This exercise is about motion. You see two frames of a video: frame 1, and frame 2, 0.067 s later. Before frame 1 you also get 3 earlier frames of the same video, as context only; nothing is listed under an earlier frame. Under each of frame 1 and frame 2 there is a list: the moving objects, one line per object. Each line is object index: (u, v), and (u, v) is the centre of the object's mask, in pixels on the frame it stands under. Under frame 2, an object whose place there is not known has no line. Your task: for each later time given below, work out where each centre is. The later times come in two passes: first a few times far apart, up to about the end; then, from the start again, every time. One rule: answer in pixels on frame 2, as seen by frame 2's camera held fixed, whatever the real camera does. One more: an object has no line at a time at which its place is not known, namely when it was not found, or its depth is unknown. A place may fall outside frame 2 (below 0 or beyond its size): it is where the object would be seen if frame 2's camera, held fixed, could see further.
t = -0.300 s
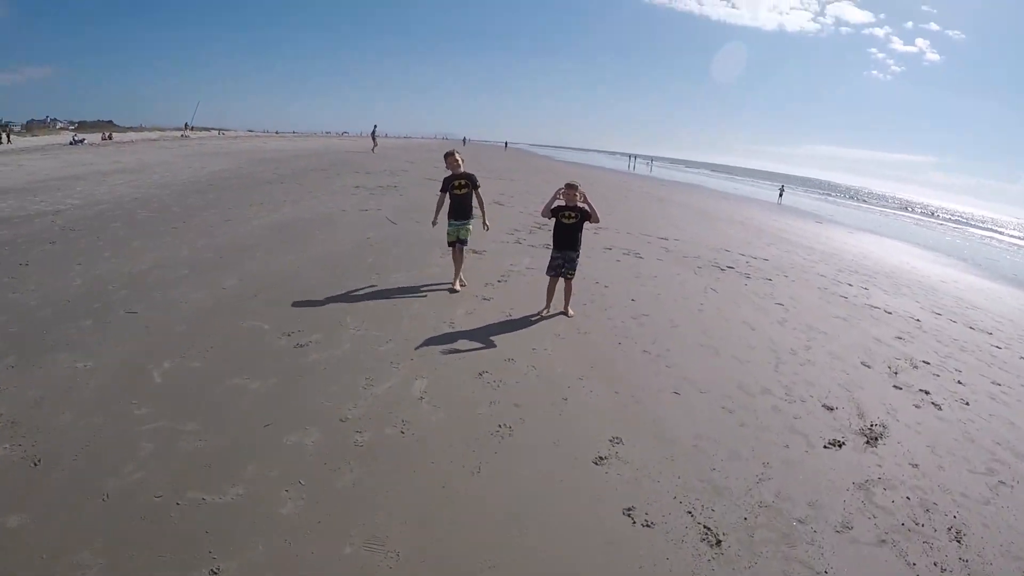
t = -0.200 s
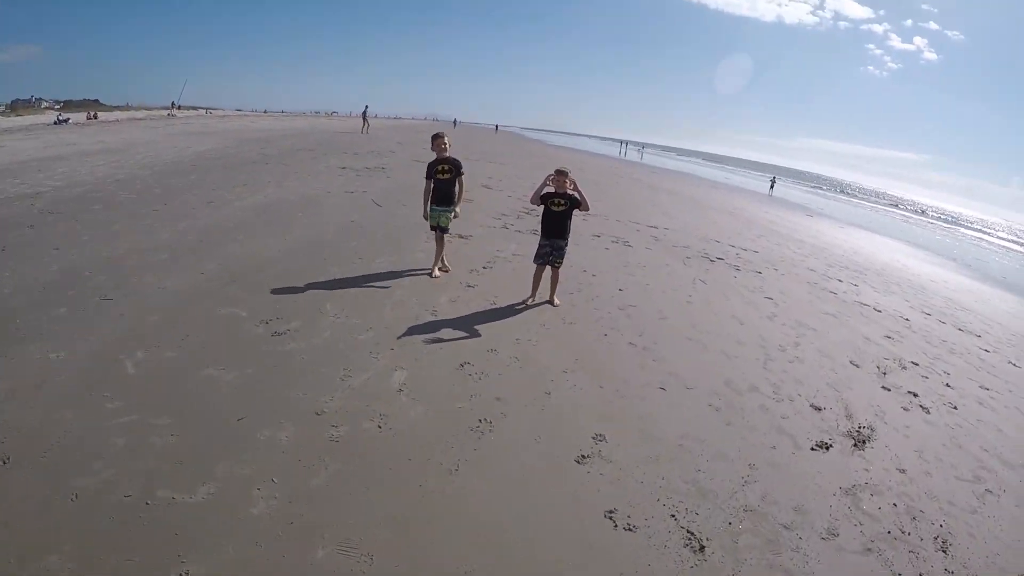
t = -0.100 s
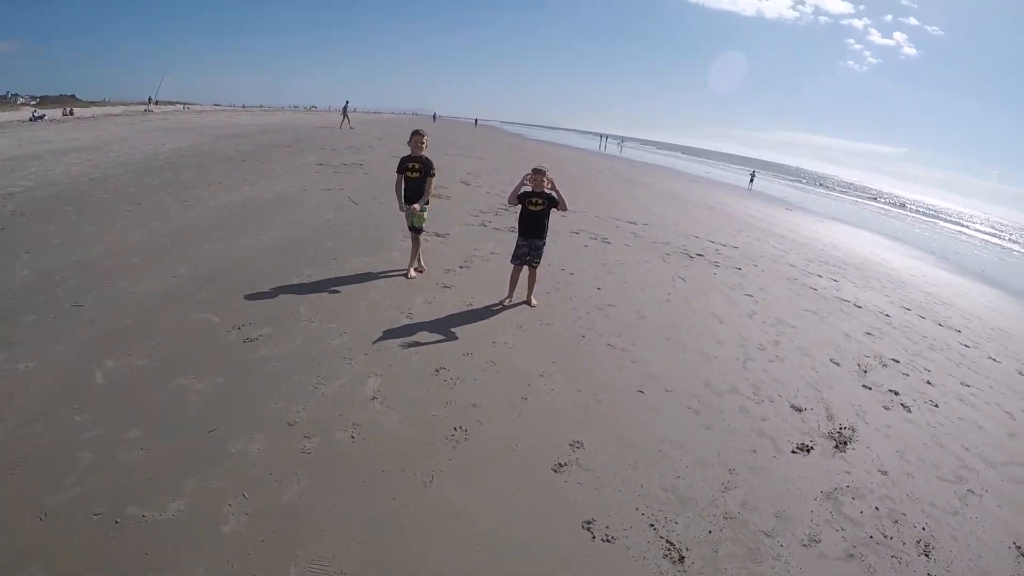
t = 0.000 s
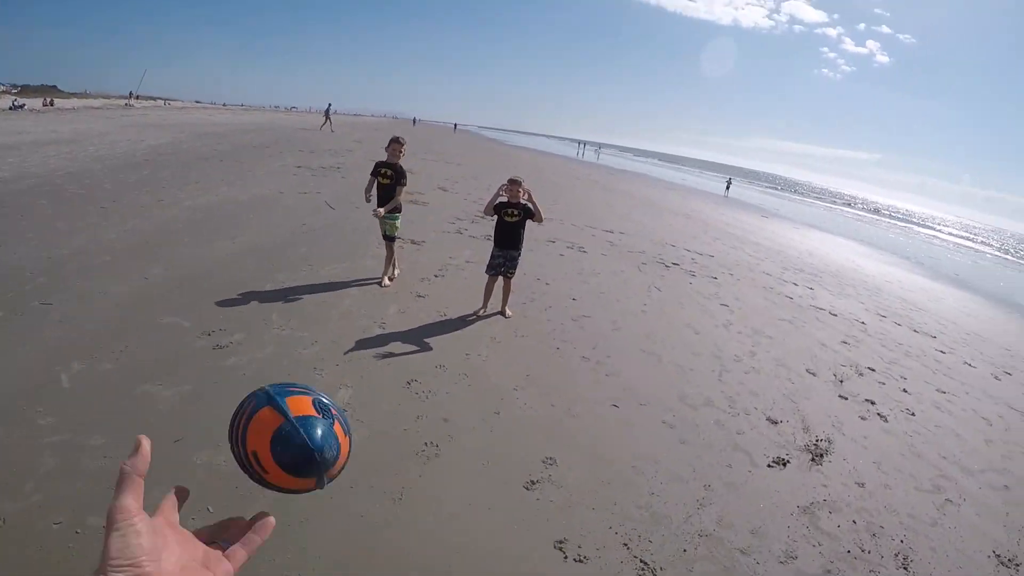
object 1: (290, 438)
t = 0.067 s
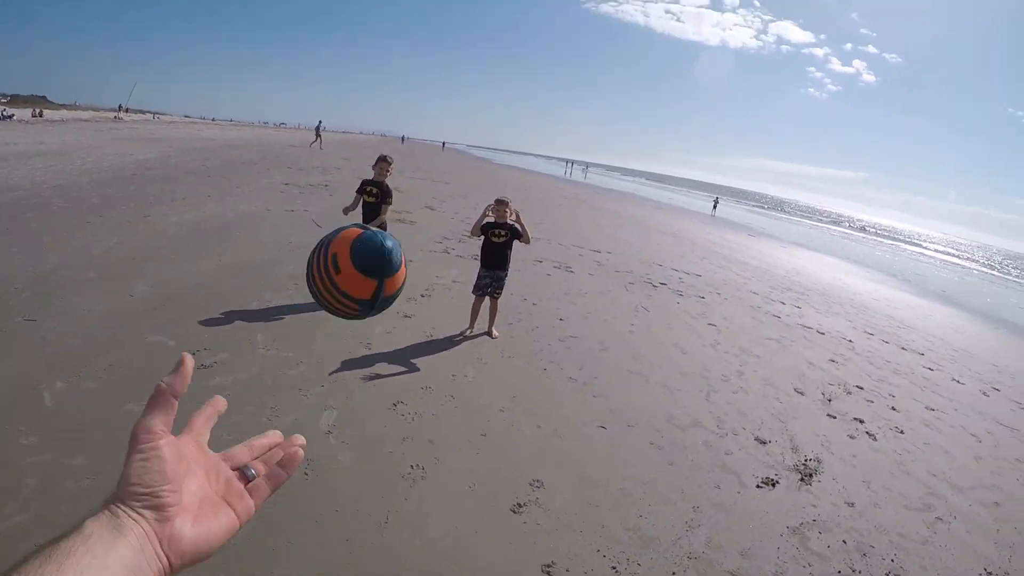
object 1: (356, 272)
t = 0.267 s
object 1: (475, 114)
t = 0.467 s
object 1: (503, 162)
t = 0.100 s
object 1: (388, 214)
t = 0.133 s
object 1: (413, 171)
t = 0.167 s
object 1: (434, 143)
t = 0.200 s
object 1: (451, 125)
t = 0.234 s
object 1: (464, 117)
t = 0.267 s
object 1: (475, 114)
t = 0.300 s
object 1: (483, 116)
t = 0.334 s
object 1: (490, 121)
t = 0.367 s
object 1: (495, 128)
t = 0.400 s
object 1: (499, 137)
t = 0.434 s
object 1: (501, 149)
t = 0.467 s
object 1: (503, 162)
